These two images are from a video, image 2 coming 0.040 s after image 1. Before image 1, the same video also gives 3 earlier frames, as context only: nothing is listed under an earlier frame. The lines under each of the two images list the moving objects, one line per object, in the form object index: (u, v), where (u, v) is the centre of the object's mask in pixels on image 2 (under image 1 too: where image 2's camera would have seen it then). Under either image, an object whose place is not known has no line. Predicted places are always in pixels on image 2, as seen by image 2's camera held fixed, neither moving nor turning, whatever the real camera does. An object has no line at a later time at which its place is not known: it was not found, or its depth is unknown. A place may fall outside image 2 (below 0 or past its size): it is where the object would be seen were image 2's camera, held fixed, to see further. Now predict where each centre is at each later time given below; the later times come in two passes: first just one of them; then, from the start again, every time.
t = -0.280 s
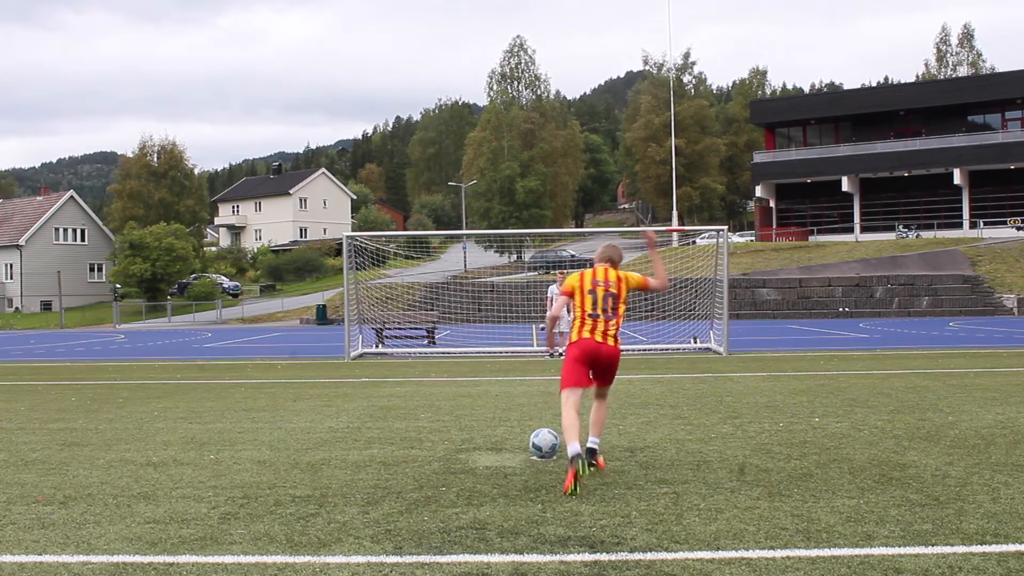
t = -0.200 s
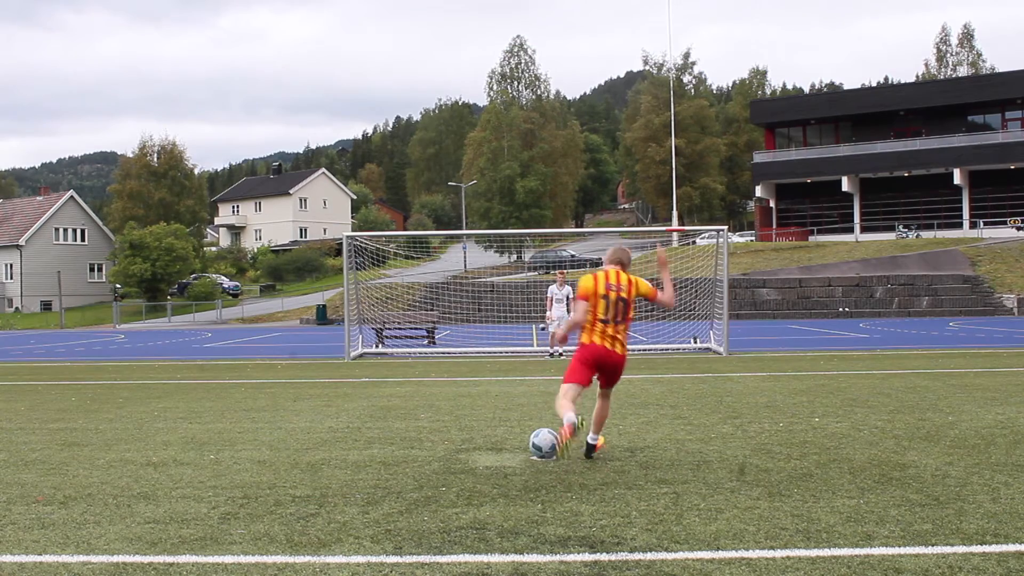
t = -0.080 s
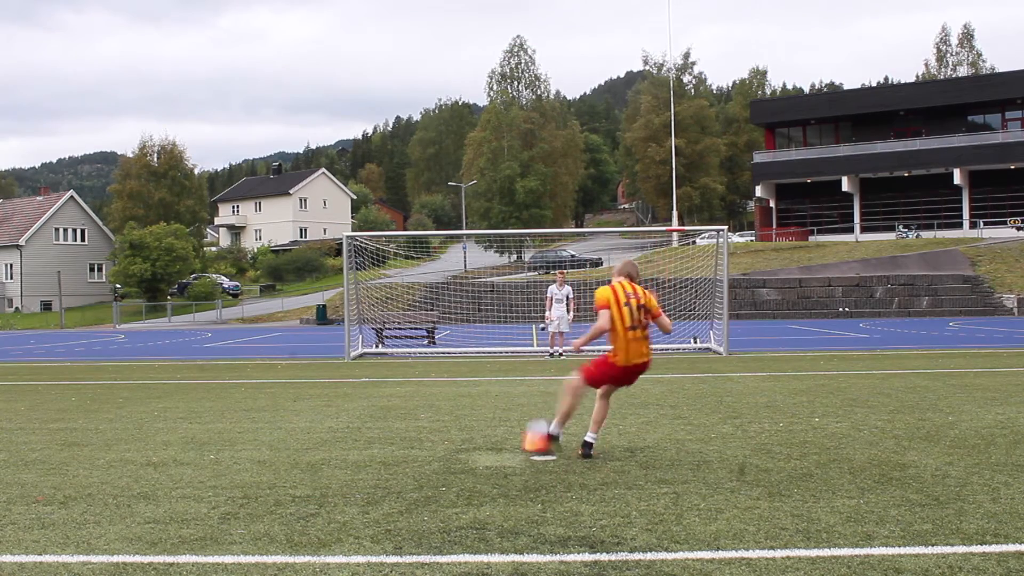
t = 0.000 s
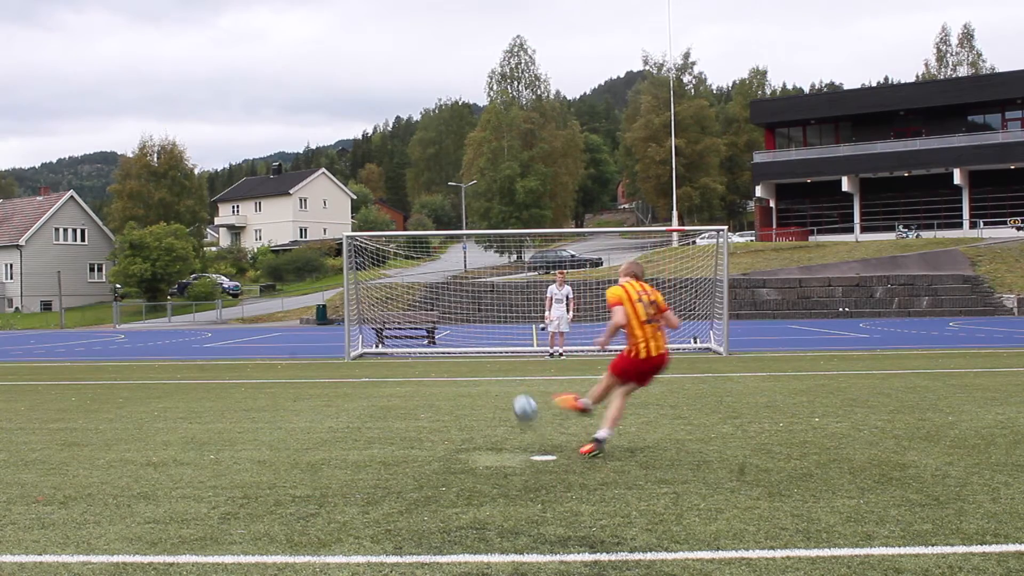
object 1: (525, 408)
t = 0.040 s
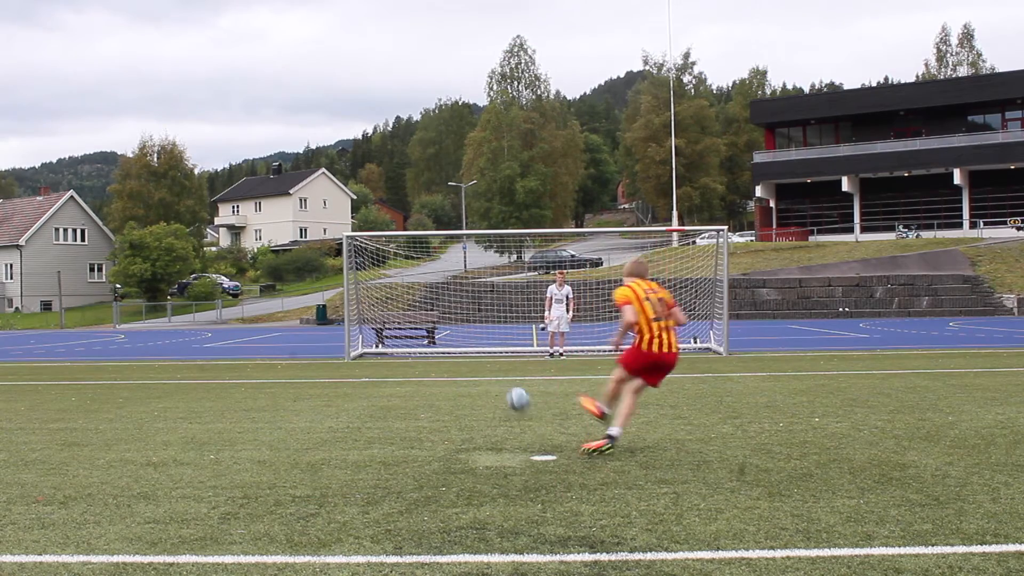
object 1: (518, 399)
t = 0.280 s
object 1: (490, 370)
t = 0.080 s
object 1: (512, 393)
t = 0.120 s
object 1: (507, 390)
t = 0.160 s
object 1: (502, 387)
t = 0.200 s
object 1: (498, 379)
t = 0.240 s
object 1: (493, 373)
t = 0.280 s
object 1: (490, 370)
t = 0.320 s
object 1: (486, 368)
